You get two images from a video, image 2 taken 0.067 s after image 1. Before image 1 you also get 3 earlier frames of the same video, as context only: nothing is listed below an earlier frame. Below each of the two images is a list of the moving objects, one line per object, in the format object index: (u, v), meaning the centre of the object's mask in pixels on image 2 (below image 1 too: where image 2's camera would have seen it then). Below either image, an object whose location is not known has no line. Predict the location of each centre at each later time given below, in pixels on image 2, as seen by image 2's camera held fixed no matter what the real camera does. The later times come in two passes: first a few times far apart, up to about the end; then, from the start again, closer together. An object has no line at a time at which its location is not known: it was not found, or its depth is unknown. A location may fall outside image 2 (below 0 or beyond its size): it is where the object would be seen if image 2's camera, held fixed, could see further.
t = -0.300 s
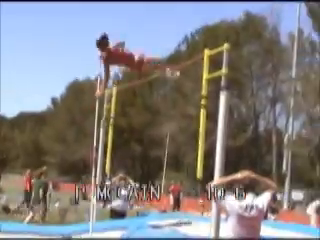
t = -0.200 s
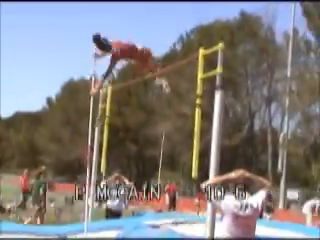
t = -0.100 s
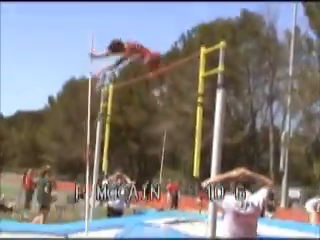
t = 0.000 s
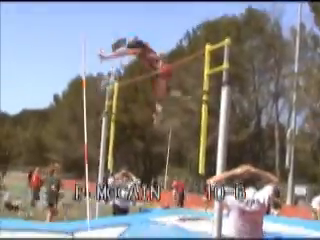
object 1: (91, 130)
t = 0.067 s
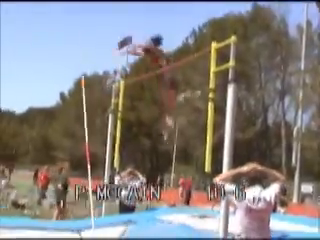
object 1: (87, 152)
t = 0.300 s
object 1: (69, 164)
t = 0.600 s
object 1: (40, 190)
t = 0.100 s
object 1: (84, 142)
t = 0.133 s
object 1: (83, 156)
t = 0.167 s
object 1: (80, 155)
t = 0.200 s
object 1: (77, 156)
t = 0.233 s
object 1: (74, 156)
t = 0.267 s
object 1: (72, 160)
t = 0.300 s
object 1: (69, 164)
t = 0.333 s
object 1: (66, 166)
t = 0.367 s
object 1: (64, 170)
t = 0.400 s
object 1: (59, 168)
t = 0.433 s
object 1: (55, 168)
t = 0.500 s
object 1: (52, 184)
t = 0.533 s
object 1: (46, 181)
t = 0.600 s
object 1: (40, 190)
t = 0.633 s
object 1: (38, 195)
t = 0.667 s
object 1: (37, 202)
